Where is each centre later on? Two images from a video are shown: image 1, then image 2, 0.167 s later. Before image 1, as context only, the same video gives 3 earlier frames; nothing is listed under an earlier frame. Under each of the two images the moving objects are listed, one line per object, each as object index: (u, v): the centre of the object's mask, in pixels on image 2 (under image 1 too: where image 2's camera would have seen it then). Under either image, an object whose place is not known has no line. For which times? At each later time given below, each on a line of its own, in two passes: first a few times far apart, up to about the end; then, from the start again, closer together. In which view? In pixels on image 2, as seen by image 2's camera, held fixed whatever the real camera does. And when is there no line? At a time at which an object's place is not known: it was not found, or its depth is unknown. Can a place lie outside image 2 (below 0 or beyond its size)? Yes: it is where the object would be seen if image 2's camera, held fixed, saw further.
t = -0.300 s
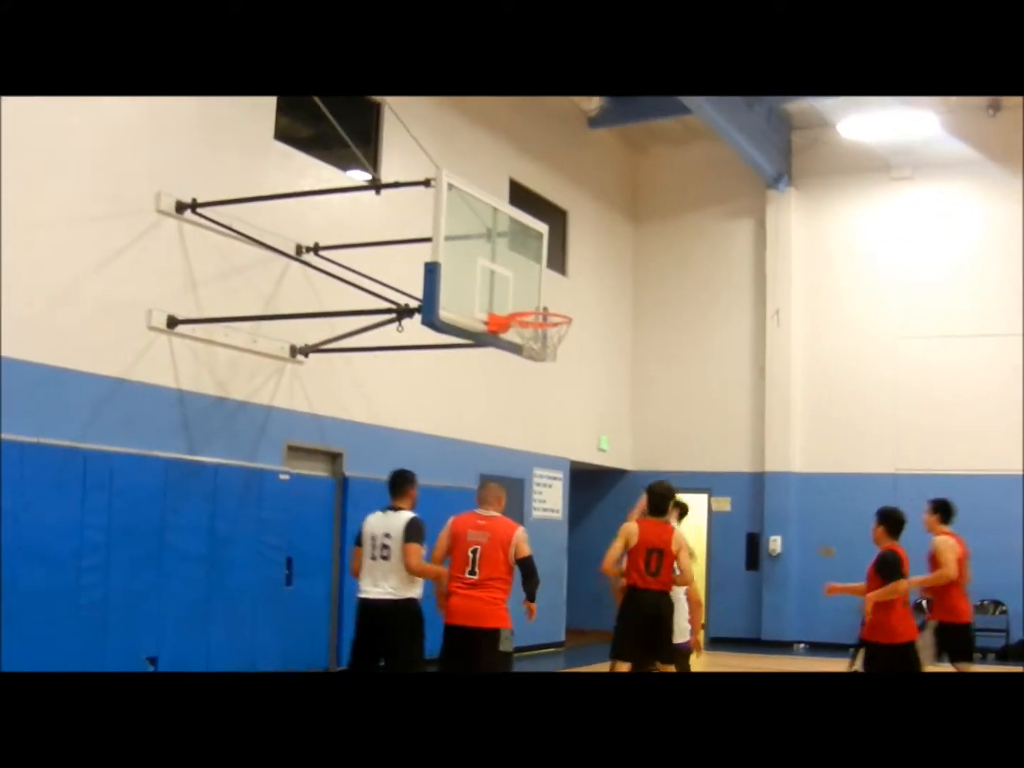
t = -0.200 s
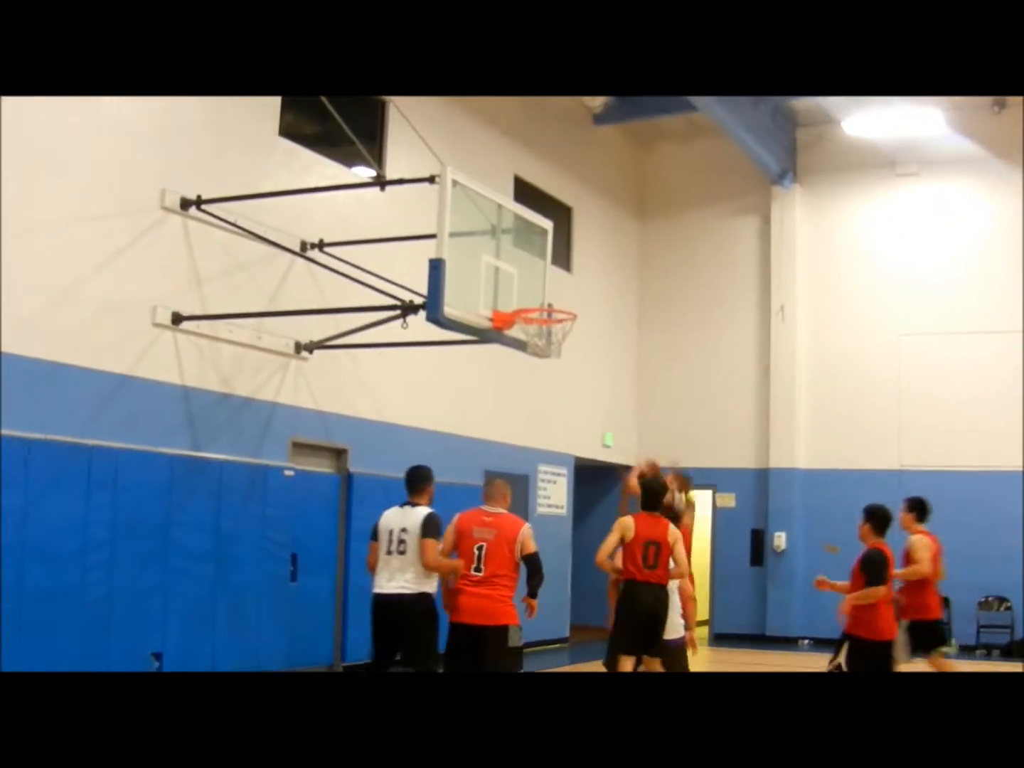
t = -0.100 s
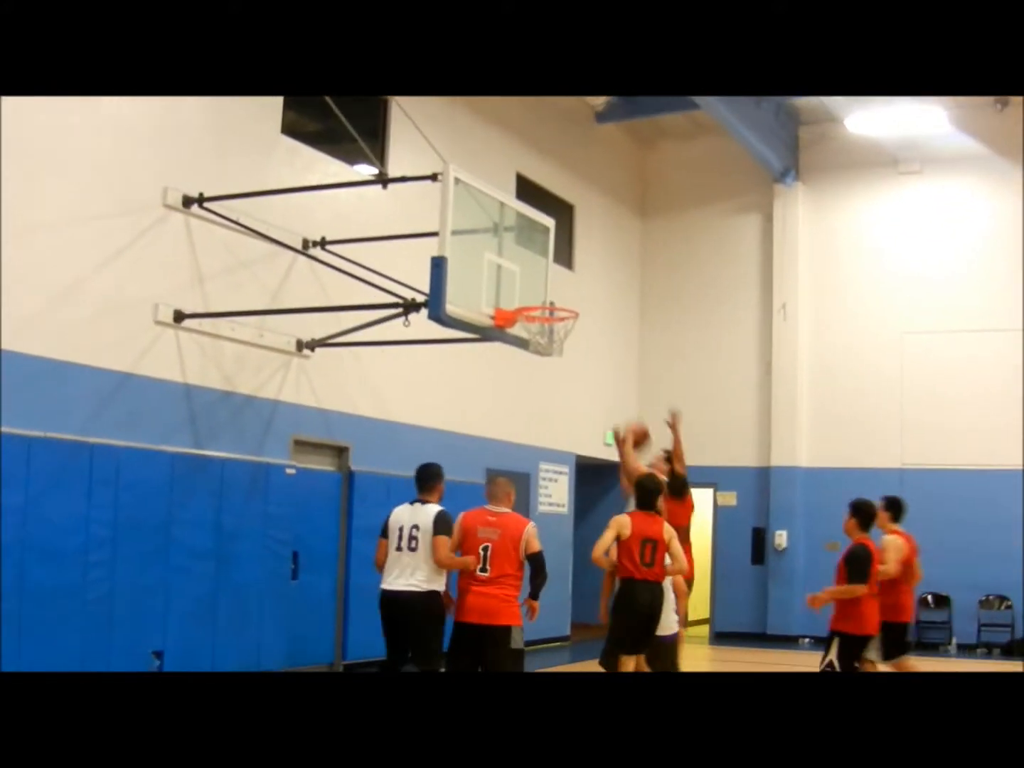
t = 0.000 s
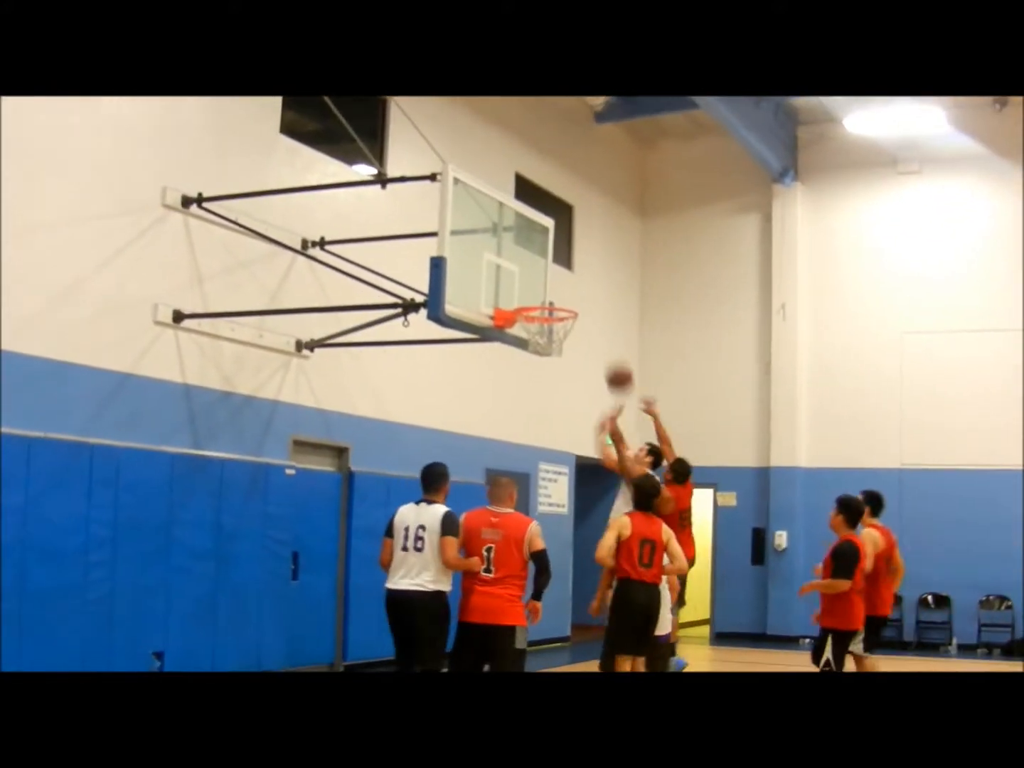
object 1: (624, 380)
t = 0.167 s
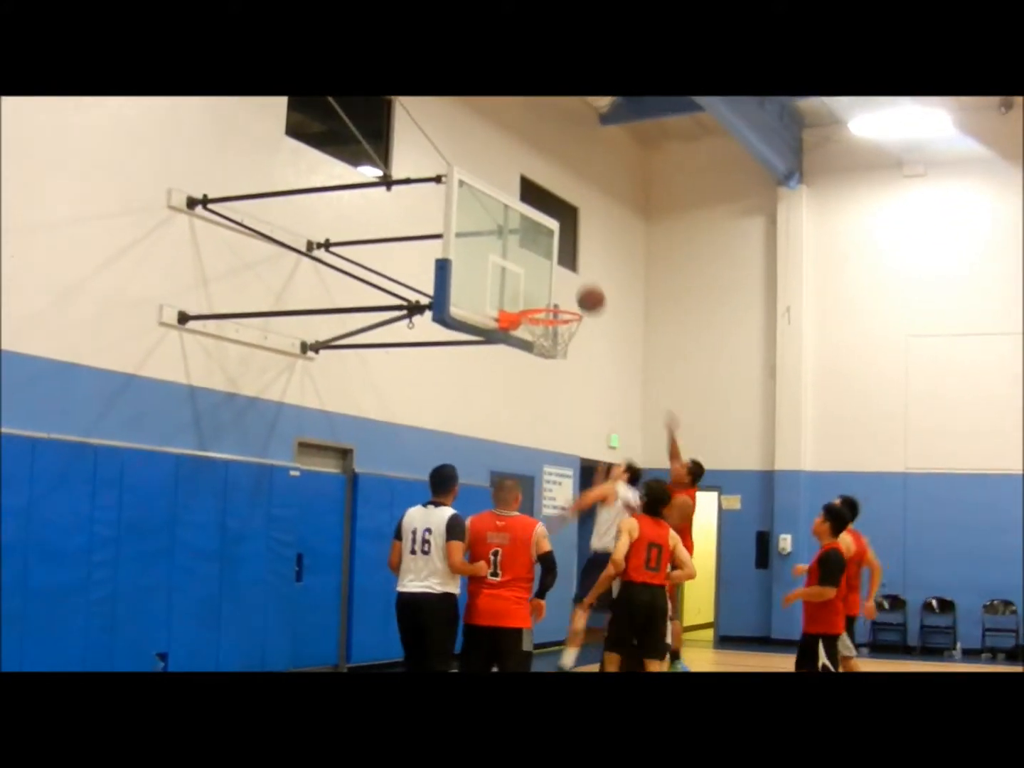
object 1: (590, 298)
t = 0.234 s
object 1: (577, 276)
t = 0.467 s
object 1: (555, 242)
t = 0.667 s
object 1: (560, 273)
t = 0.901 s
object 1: (543, 357)
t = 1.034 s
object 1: (524, 420)
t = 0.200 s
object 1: (583, 287)
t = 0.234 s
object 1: (577, 276)
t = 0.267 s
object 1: (569, 265)
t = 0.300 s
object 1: (563, 256)
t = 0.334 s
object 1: (557, 249)
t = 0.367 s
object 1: (551, 244)
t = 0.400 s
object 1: (552, 242)
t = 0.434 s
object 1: (553, 241)
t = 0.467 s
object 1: (555, 242)
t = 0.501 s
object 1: (555, 242)
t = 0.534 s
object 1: (556, 245)
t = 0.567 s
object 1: (557, 250)
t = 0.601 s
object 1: (559, 256)
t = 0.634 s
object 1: (560, 263)
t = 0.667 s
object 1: (560, 273)
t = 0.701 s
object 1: (561, 283)
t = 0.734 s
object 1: (562, 294)
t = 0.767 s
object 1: (563, 306)
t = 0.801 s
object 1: (560, 323)
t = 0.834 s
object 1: (554, 330)
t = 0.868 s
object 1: (548, 342)
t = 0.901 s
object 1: (543, 357)
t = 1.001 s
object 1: (529, 402)
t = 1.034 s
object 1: (524, 420)
